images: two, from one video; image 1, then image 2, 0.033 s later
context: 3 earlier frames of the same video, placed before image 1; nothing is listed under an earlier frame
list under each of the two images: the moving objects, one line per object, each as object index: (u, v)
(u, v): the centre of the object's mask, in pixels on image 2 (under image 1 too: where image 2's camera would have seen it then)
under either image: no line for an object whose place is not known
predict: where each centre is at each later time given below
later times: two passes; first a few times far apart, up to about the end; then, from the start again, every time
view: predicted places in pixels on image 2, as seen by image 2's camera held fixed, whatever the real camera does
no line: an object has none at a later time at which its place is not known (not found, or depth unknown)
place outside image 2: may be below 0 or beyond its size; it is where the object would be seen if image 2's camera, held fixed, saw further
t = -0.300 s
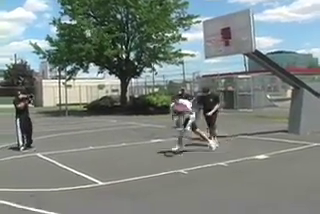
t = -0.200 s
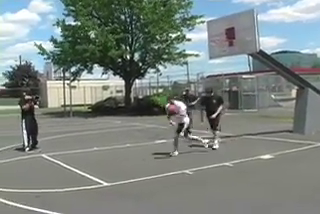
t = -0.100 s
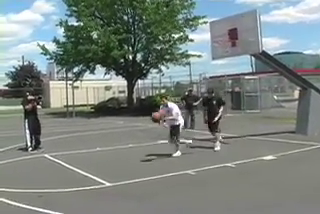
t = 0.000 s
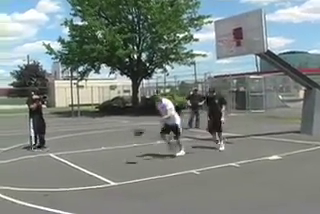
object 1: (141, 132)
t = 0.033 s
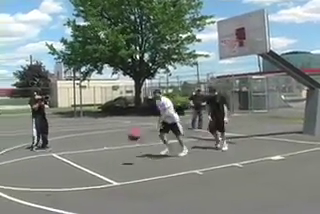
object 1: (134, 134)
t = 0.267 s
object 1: (89, 151)
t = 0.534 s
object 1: (56, 131)
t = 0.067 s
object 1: (127, 142)
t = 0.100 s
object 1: (118, 148)
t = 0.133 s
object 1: (111, 155)
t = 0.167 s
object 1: (102, 164)
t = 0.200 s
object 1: (98, 159)
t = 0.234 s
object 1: (93, 155)
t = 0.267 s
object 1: (89, 151)
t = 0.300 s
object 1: (85, 147)
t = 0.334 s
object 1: (81, 143)
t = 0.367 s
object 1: (77, 139)
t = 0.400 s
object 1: (73, 136)
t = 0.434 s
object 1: (69, 135)
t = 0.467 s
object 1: (64, 133)
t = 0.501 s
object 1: (59, 131)
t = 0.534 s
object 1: (56, 131)
